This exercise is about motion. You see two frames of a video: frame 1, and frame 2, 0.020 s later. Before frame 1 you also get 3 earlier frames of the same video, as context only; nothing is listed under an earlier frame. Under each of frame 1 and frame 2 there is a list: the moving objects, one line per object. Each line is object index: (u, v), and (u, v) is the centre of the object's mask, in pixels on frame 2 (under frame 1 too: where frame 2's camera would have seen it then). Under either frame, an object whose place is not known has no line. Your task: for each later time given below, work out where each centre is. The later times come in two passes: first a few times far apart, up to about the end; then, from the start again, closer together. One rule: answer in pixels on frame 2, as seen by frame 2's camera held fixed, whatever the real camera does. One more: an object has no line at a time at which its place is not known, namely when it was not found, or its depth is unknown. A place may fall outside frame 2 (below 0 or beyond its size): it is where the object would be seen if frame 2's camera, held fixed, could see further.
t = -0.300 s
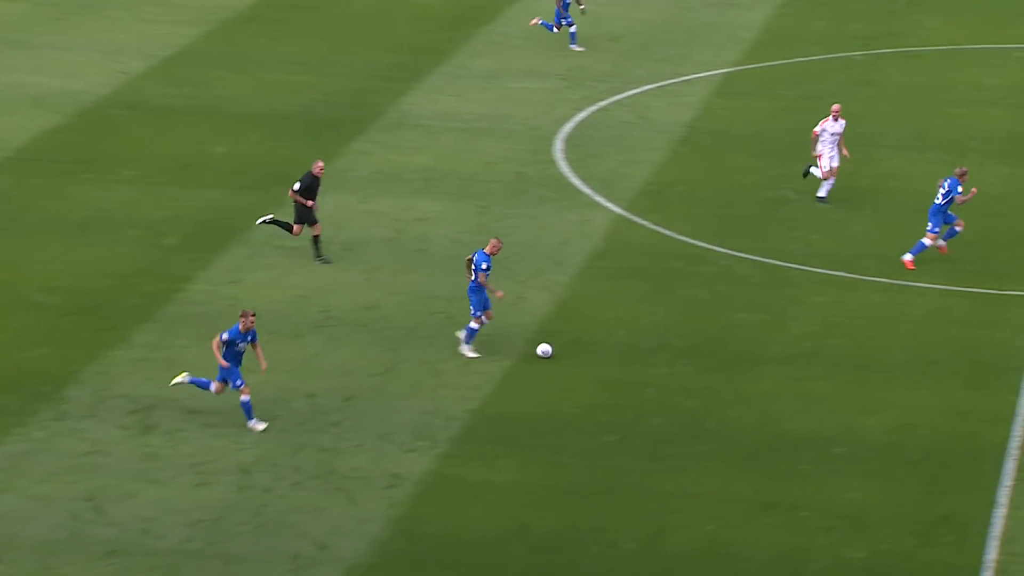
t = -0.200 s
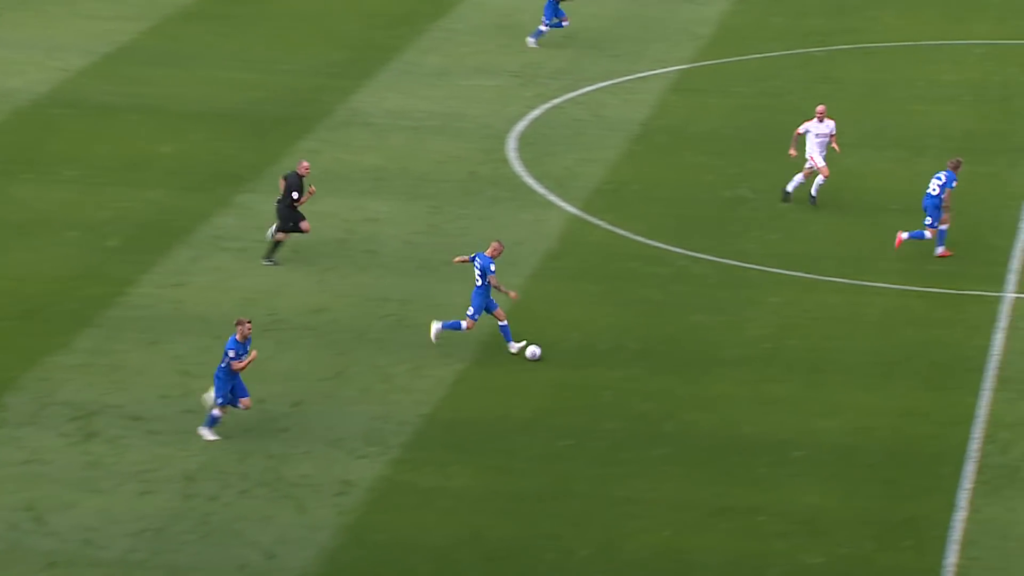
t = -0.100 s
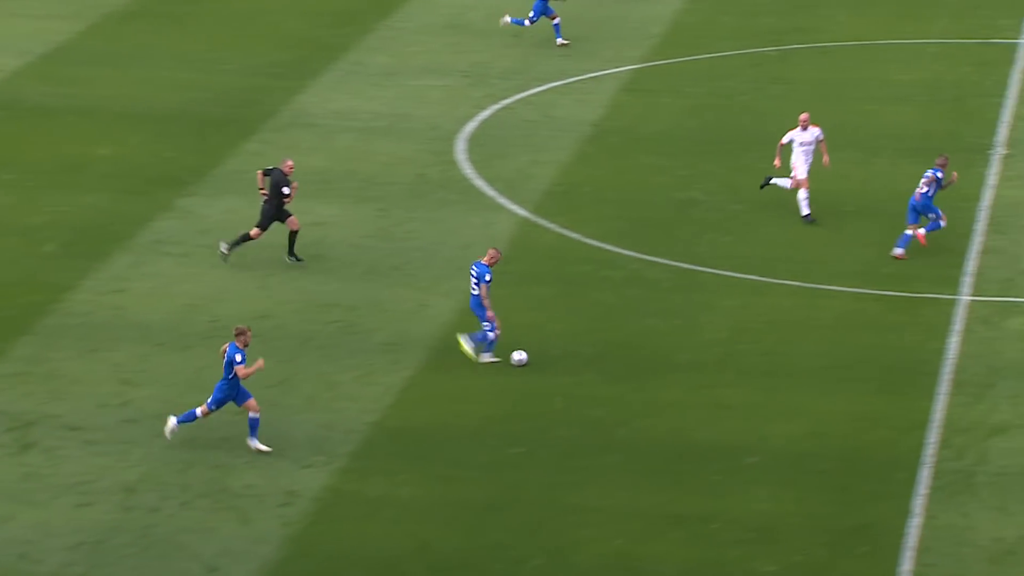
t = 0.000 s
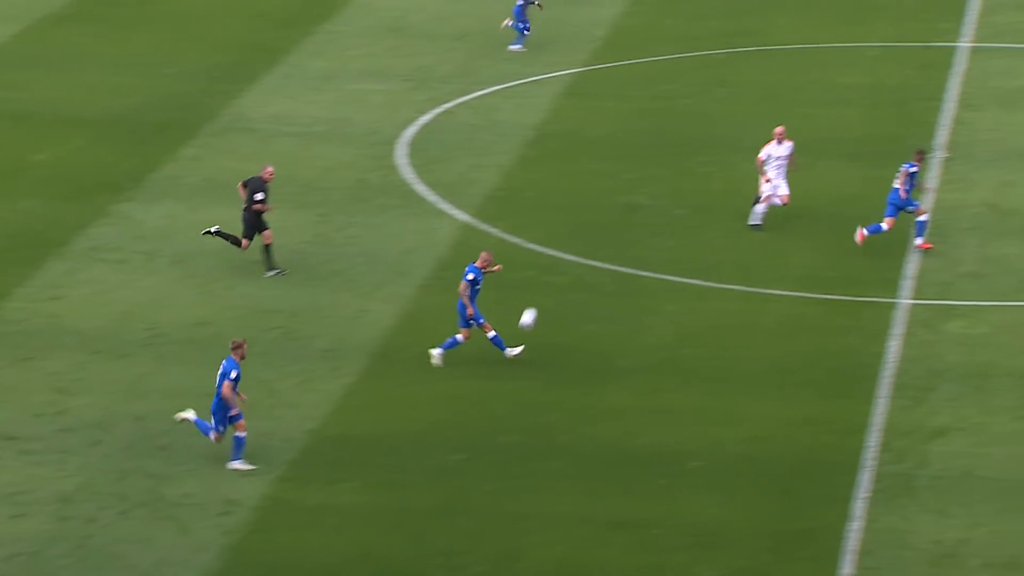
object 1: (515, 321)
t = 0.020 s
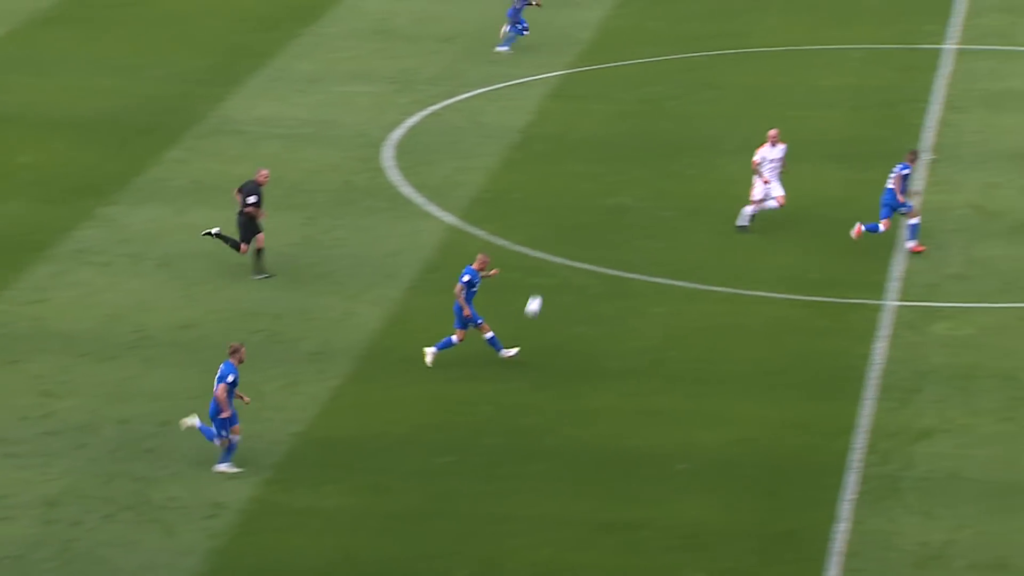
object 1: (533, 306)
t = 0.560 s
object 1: (906, 42)
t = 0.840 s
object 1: (1031, -9)
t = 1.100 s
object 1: (1113, -14)
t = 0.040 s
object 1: (551, 292)
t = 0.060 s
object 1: (569, 277)
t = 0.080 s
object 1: (585, 263)
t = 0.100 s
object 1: (602, 250)
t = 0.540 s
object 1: (895, 48)
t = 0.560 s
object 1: (906, 42)
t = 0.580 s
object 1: (916, 37)
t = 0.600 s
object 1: (926, 32)
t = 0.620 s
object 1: (936, 27)
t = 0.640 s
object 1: (945, 22)
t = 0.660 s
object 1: (955, 18)
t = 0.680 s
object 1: (964, 14)
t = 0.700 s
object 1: (973, 10)
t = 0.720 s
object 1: (982, 6)
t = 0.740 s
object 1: (991, 3)
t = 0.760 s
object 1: (999, 0)
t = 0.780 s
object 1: (1007, -2)
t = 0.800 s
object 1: (1015, -5)
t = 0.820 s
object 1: (1023, -7)
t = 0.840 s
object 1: (1031, -9)
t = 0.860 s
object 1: (1038, -11)
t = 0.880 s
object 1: (1045, -12)
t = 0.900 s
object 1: (1052, -14)
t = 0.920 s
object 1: (1059, -15)
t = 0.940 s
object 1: (1066, -16)
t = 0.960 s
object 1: (1072, -16)
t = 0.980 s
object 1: (1079, -17)
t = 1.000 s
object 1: (1085, -16)
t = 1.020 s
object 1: (1091, -16)
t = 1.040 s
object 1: (1097, -16)
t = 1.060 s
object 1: (1103, -16)
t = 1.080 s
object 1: (1108, -15)
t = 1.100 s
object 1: (1113, -14)
